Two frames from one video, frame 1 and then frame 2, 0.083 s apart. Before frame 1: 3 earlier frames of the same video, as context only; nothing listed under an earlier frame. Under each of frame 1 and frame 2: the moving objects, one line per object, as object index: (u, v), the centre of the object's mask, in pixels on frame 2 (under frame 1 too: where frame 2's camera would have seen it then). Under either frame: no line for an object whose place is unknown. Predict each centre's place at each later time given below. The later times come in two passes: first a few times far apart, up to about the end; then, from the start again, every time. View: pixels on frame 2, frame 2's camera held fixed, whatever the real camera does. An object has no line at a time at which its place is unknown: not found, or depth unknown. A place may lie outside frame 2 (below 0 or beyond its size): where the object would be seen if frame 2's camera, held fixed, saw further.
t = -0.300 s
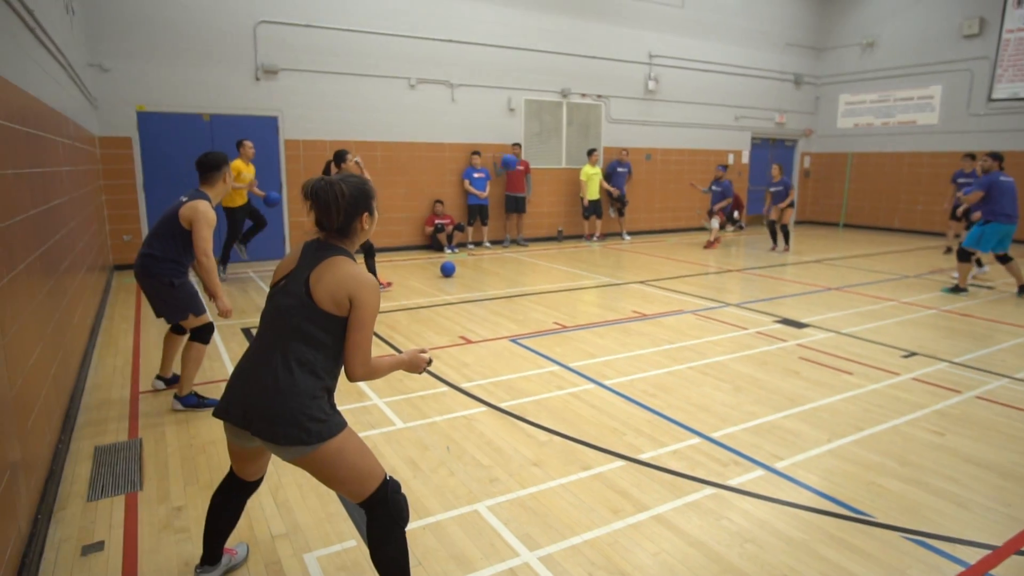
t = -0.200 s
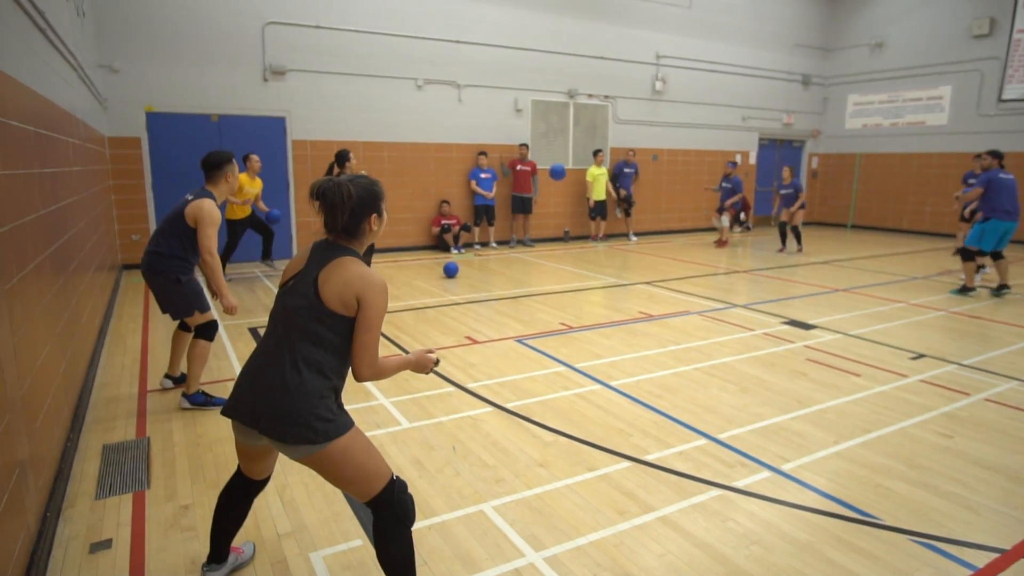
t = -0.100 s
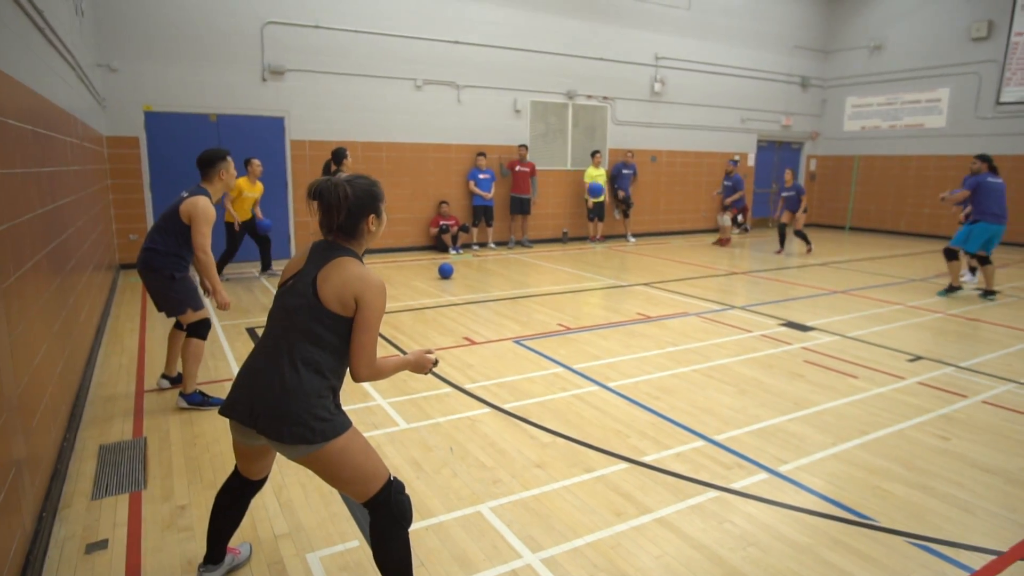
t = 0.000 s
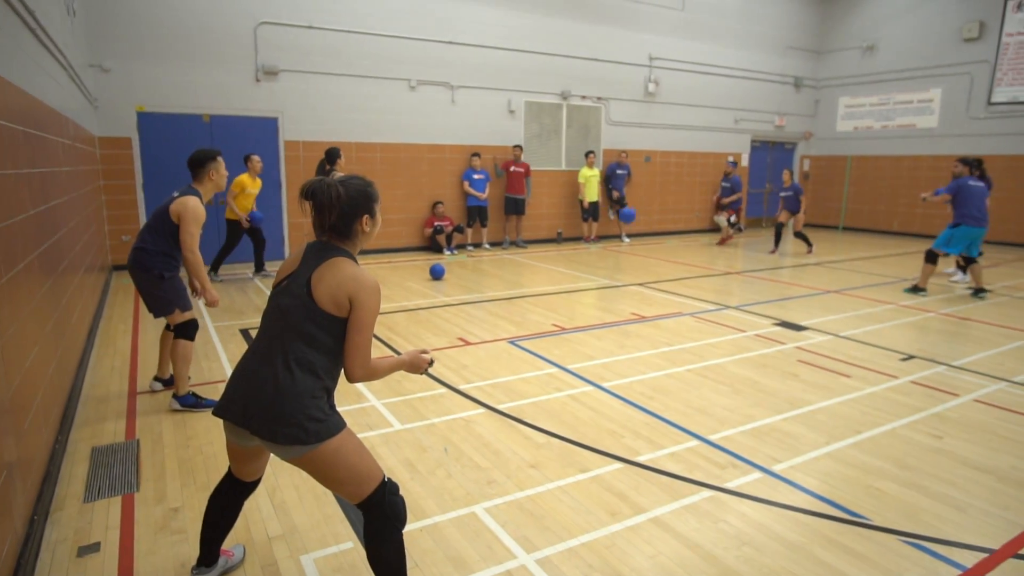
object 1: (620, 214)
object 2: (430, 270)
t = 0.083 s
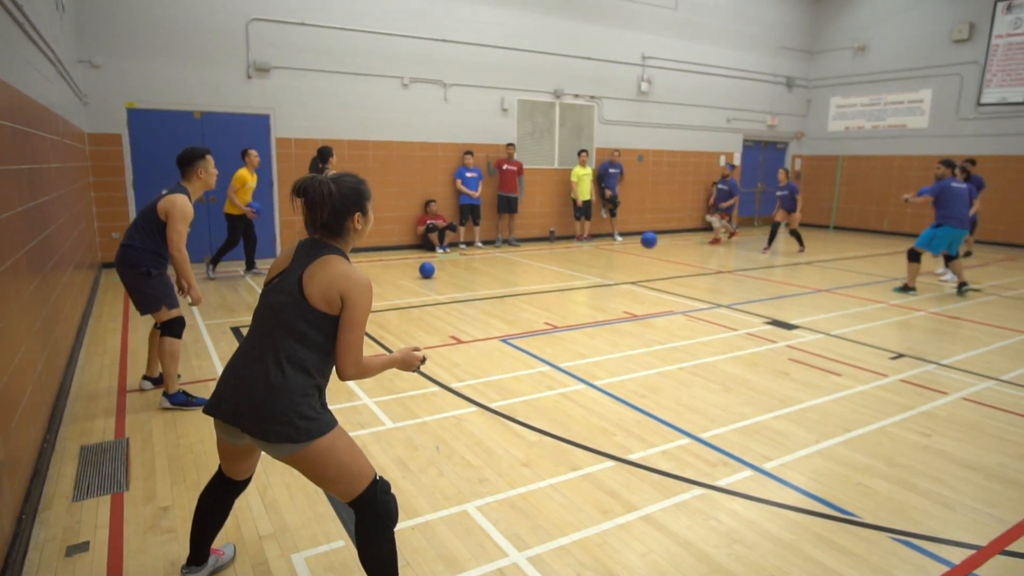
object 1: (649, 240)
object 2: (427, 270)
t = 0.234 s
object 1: (696, 268)
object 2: (421, 271)
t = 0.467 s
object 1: (766, 237)
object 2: (413, 271)
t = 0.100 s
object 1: (654, 246)
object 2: (426, 270)
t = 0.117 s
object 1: (659, 252)
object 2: (426, 270)
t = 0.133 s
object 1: (665, 258)
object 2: (425, 270)
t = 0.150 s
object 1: (670, 264)
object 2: (424, 270)
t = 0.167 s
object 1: (675, 271)
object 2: (424, 270)
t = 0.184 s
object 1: (681, 278)
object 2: (423, 270)
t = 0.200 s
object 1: (686, 276)
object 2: (423, 270)
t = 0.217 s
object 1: (691, 272)
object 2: (422, 270)
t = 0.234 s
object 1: (696, 268)
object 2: (421, 271)
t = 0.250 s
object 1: (701, 265)
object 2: (421, 271)
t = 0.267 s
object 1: (706, 261)
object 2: (420, 271)
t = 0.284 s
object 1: (712, 258)
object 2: (420, 271)
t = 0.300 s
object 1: (717, 255)
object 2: (419, 271)
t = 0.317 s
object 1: (722, 252)
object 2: (418, 271)
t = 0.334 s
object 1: (727, 249)
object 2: (418, 271)
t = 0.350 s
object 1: (732, 247)
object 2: (417, 271)
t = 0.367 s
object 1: (737, 245)
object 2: (417, 271)
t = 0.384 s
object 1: (742, 243)
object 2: (416, 271)
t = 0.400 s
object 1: (747, 241)
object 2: (416, 271)
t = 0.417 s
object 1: (752, 240)
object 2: (415, 271)
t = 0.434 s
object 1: (757, 238)
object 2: (414, 271)
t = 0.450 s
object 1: (761, 237)
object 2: (414, 271)
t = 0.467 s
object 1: (766, 237)
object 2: (413, 271)
